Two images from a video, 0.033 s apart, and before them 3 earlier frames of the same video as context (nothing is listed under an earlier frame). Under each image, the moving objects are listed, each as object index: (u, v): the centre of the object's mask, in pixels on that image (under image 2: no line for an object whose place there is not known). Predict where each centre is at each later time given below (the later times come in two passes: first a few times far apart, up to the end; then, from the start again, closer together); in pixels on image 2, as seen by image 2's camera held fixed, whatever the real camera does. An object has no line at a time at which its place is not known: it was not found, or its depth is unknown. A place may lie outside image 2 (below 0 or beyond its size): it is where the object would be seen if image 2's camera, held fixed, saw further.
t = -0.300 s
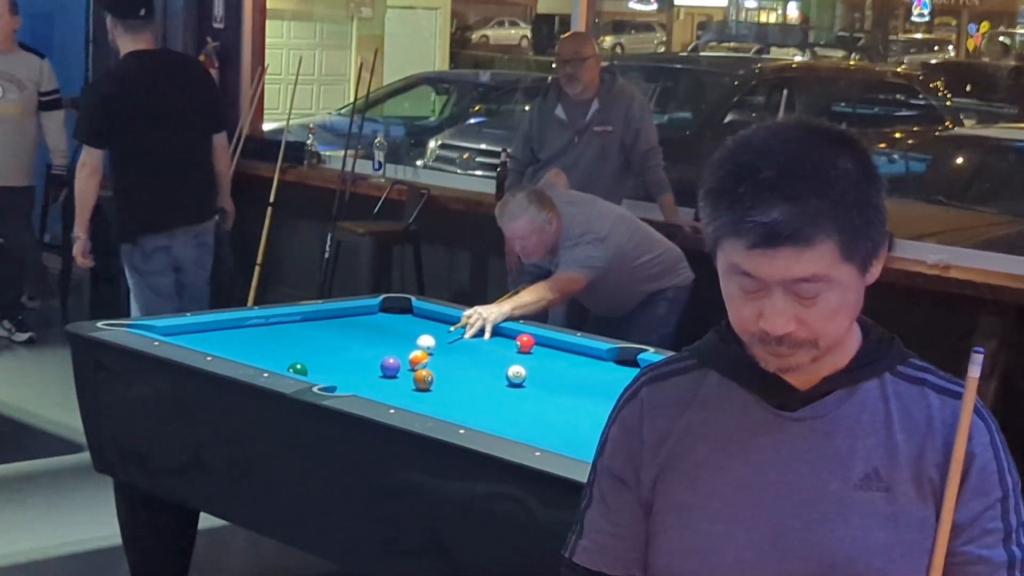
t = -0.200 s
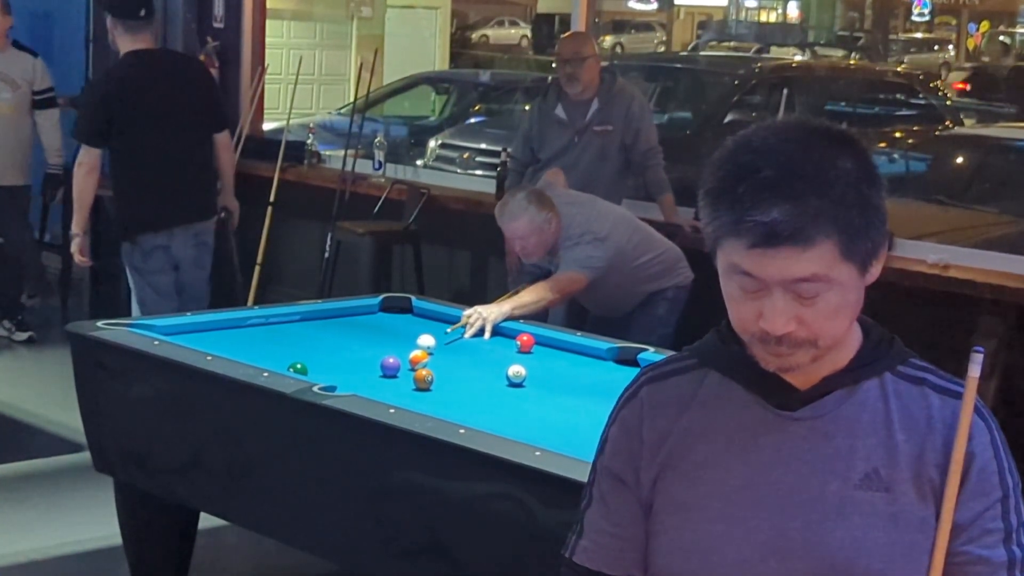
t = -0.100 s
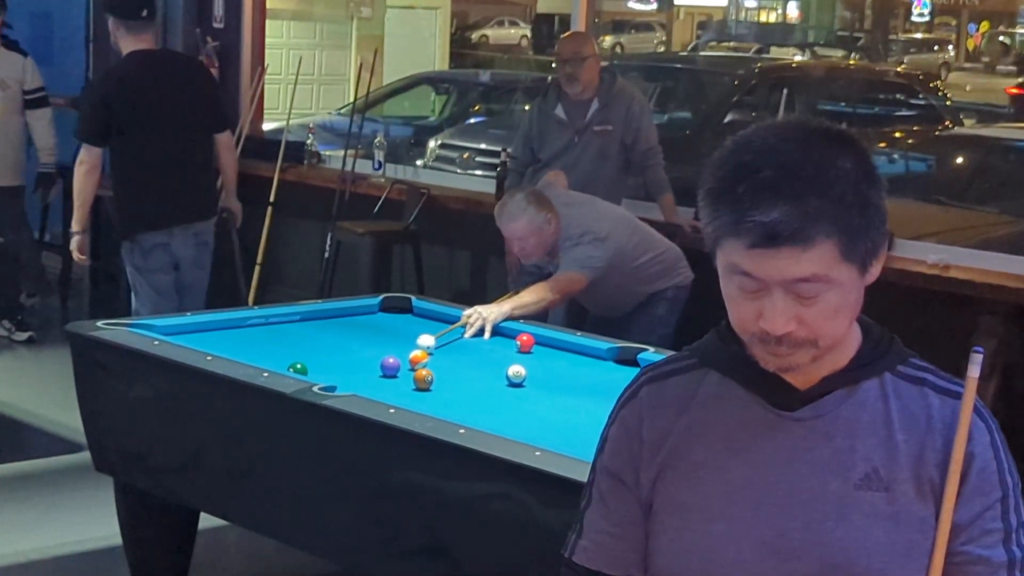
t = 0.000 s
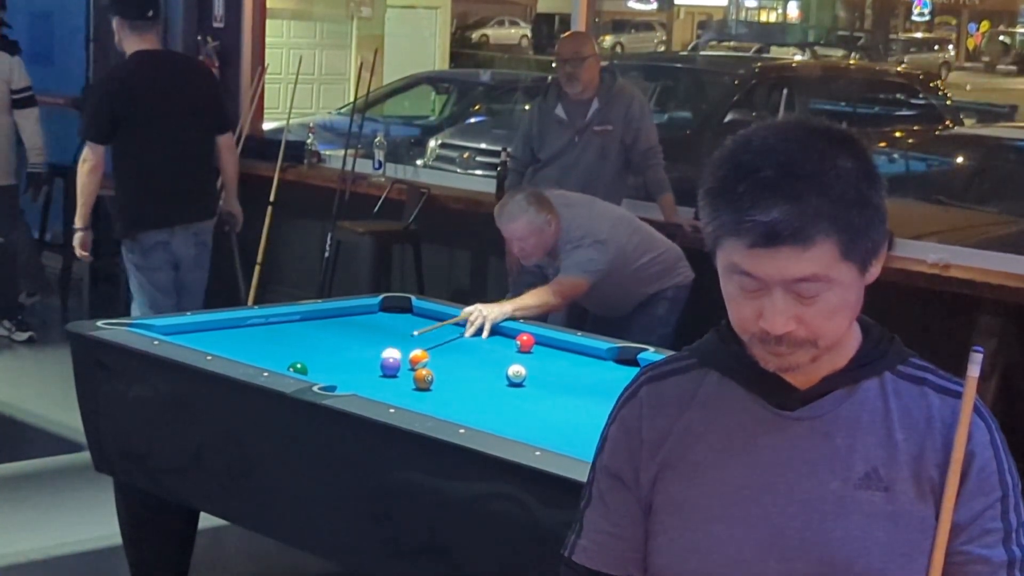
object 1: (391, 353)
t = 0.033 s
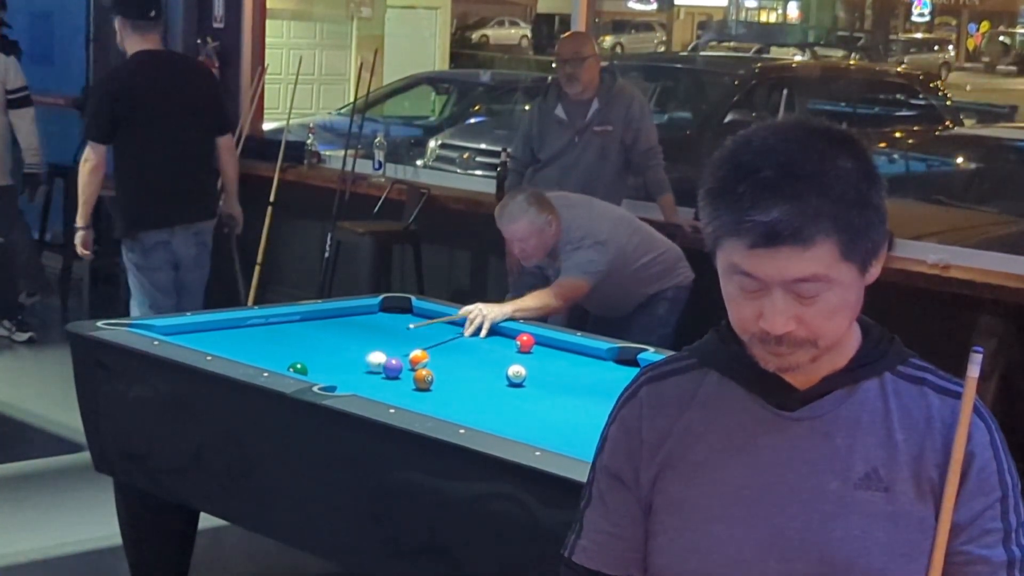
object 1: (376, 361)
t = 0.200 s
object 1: (289, 362)
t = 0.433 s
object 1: (308, 355)
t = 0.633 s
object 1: (334, 343)
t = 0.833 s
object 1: (357, 332)
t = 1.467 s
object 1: (396, 309)
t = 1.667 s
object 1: (370, 309)
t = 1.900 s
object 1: (343, 311)
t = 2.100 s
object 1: (331, 313)
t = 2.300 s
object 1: (320, 315)
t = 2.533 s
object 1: (308, 317)
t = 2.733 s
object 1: (297, 320)
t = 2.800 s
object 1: (290, 327)
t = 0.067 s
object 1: (358, 362)
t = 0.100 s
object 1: (341, 363)
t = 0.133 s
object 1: (324, 364)
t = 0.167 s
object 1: (311, 364)
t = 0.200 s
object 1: (289, 362)
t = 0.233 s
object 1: (278, 363)
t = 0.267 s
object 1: (283, 362)
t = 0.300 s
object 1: (289, 360)
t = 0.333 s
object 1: (293, 358)
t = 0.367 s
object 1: (299, 357)
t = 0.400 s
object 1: (304, 356)
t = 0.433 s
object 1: (308, 355)
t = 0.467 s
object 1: (313, 353)
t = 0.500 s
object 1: (317, 351)
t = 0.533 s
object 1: (321, 349)
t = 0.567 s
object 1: (326, 347)
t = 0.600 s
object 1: (330, 345)
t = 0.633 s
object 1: (334, 343)
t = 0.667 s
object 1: (338, 341)
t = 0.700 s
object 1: (342, 340)
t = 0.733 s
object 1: (346, 338)
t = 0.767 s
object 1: (350, 336)
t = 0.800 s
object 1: (353, 334)
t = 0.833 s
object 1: (357, 332)
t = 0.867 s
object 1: (360, 331)
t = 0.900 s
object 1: (363, 329)
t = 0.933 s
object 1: (367, 327)
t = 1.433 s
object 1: (400, 309)
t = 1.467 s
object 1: (396, 309)
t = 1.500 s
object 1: (391, 309)
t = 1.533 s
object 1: (387, 309)
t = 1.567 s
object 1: (383, 309)
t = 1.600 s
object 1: (379, 309)
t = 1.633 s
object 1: (374, 309)
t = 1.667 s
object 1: (370, 309)
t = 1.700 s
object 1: (366, 309)
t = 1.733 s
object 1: (362, 310)
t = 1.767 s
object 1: (357, 310)
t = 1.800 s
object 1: (353, 310)
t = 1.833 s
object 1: (349, 310)
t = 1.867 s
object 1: (345, 310)
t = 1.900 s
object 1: (343, 311)
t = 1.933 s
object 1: (341, 311)
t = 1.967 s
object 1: (339, 311)
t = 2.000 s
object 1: (337, 312)
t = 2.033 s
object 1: (335, 312)
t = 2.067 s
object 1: (334, 312)
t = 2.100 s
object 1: (331, 313)
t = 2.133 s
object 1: (329, 313)
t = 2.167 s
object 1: (327, 313)
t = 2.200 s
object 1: (325, 313)
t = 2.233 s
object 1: (323, 314)
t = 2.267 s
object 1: (322, 315)
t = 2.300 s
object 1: (320, 315)
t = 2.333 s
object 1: (318, 315)
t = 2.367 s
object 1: (316, 315)
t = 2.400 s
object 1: (315, 316)
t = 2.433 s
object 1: (313, 316)
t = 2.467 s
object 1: (311, 317)
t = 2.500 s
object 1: (310, 317)
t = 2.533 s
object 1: (308, 317)
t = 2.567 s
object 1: (306, 317)
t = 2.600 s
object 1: (305, 318)
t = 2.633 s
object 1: (303, 318)
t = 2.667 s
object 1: (301, 318)
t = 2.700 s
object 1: (299, 319)
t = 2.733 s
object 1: (297, 320)
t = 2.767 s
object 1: (293, 322)
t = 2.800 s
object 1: (290, 327)
